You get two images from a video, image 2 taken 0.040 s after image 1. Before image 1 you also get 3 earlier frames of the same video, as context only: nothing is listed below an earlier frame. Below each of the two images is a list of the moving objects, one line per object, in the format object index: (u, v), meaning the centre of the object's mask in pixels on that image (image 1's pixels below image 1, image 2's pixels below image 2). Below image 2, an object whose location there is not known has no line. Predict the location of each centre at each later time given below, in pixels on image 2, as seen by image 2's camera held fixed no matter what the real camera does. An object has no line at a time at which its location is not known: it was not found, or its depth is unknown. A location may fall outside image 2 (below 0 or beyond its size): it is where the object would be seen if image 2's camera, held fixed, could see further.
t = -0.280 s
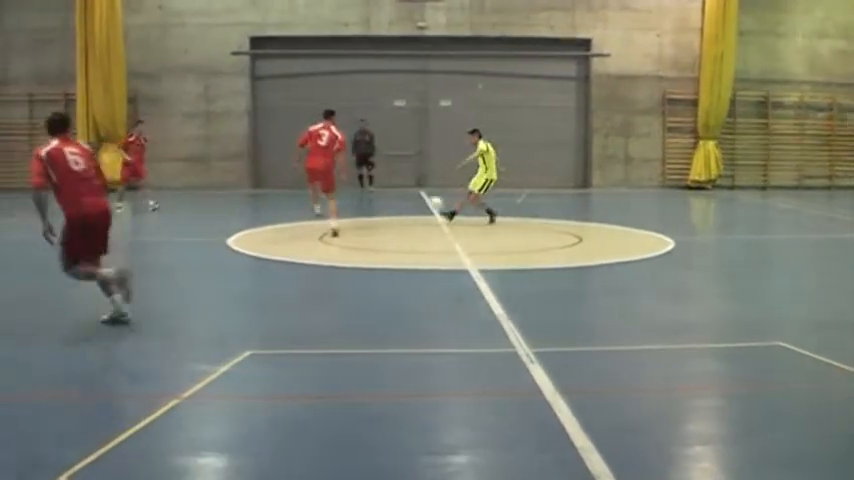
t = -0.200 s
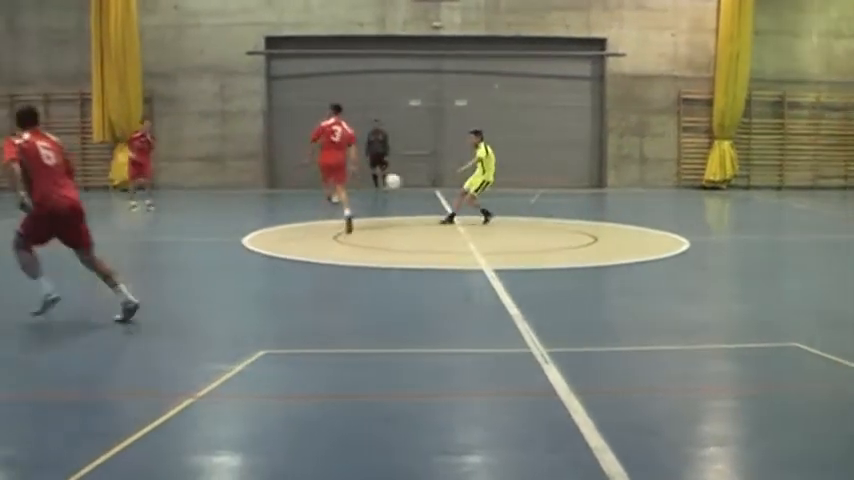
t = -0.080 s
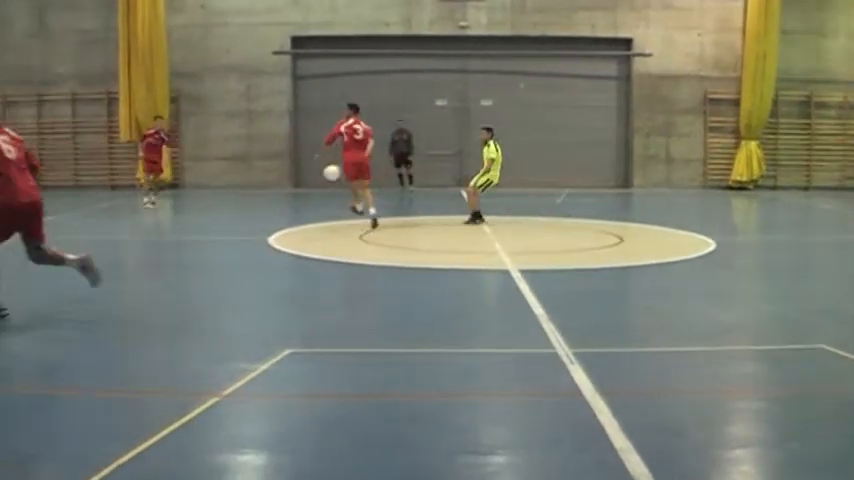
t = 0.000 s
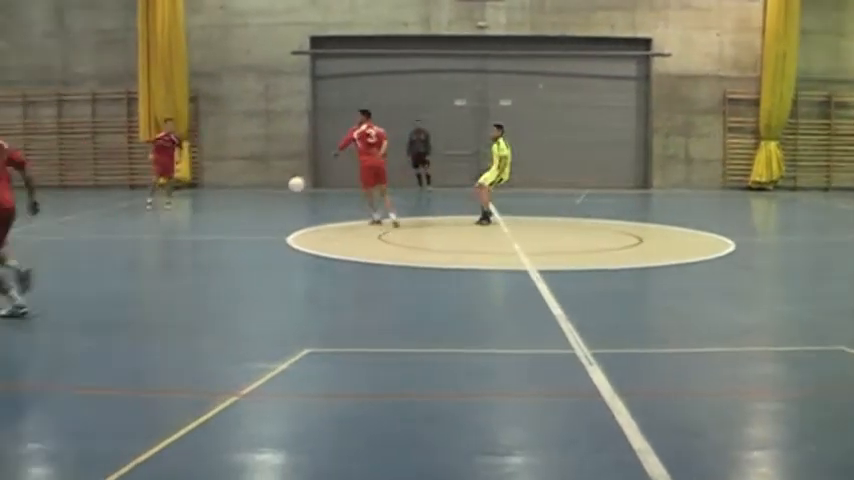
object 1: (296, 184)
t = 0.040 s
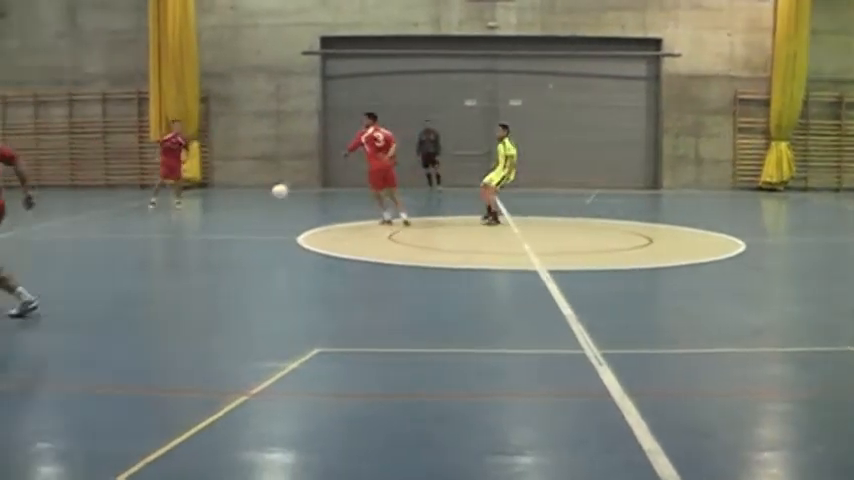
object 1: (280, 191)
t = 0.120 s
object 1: (226, 207)
